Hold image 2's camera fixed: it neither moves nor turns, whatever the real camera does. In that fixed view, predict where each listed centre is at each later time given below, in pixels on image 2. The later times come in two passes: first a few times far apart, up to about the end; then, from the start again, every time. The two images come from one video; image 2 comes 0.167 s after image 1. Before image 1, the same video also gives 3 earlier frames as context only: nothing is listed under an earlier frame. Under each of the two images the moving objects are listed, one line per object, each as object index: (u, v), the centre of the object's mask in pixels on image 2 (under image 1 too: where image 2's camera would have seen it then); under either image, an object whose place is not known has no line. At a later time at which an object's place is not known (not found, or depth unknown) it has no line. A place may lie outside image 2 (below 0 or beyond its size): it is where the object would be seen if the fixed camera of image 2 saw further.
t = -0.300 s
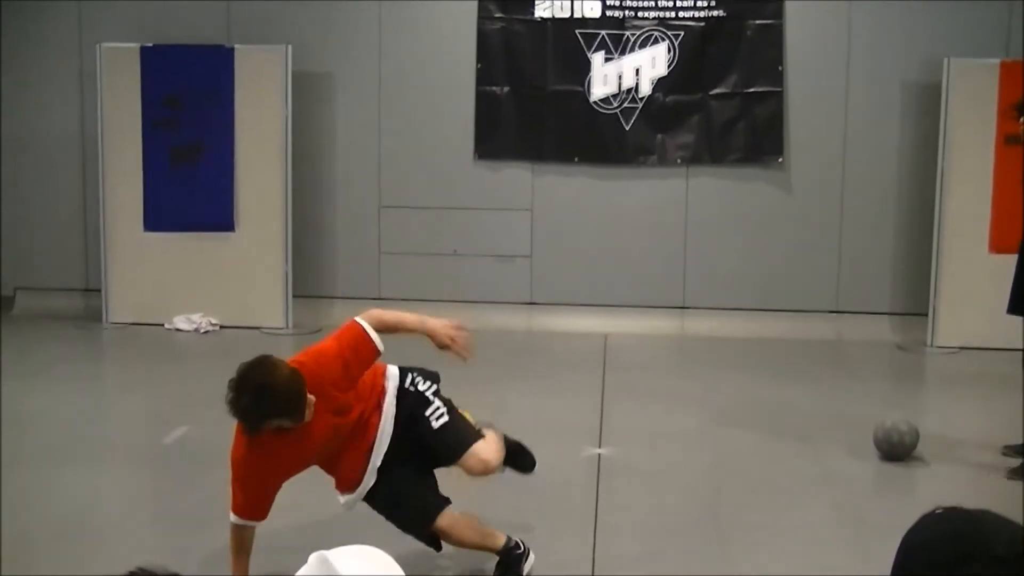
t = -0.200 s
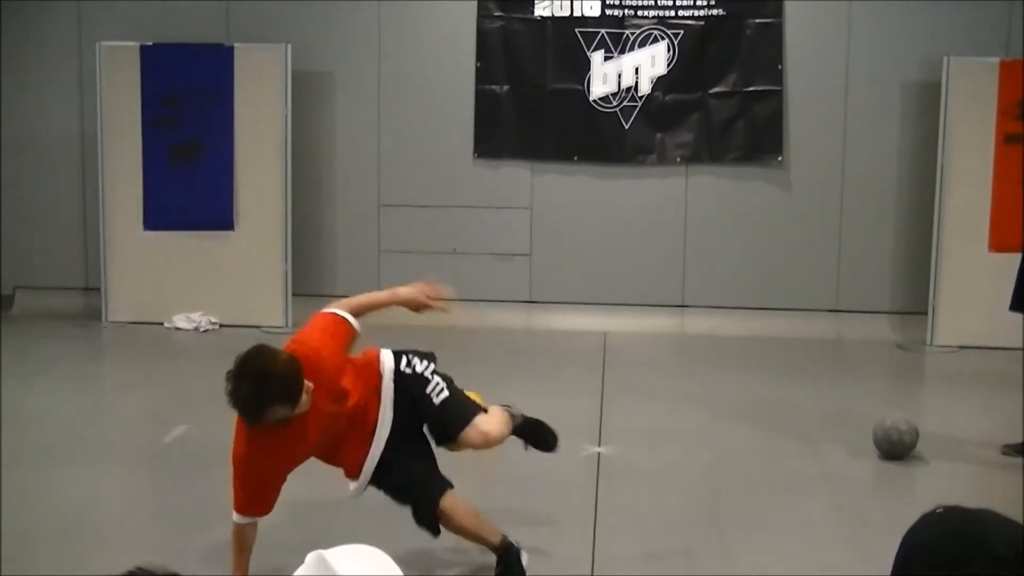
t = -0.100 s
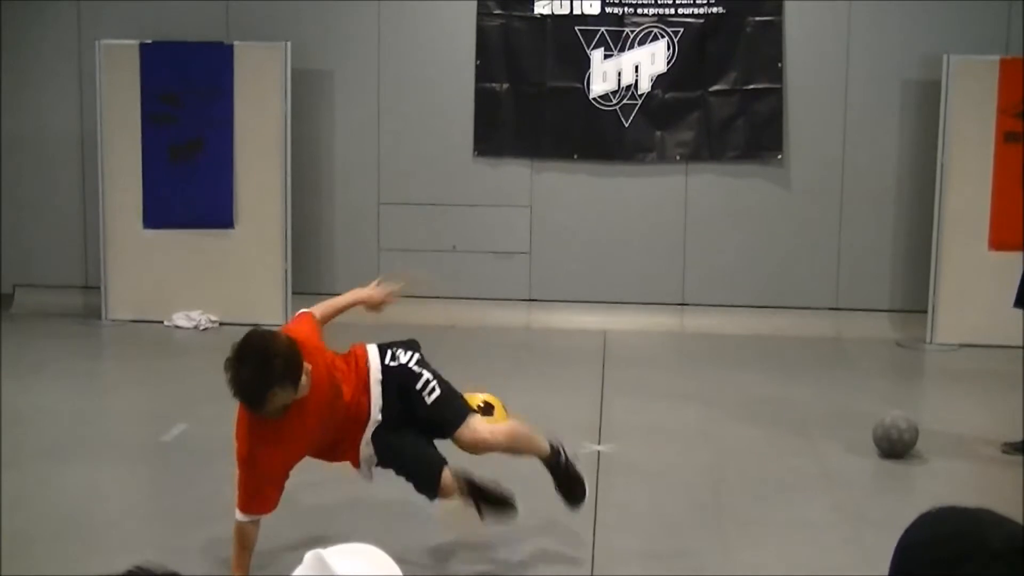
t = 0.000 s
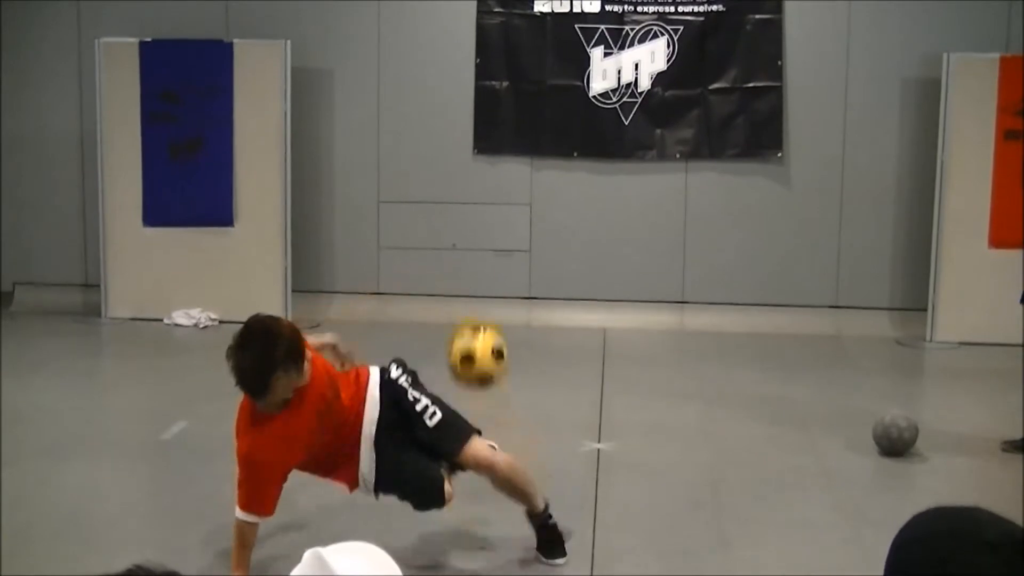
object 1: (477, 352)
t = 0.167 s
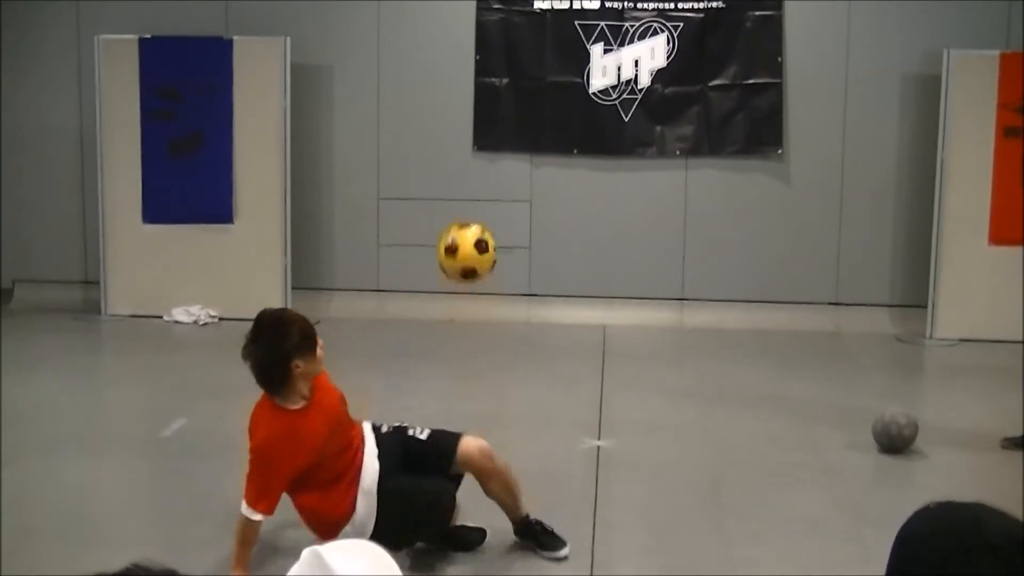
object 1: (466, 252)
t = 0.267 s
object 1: (461, 228)
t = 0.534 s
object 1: (444, 286)
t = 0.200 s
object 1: (464, 241)
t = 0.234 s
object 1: (463, 233)
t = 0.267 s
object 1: (461, 228)
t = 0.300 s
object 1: (459, 226)
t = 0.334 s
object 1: (457, 227)
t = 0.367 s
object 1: (455, 230)
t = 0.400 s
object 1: (452, 236)
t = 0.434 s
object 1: (450, 245)
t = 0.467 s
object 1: (448, 256)
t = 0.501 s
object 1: (446, 269)
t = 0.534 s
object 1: (444, 286)
